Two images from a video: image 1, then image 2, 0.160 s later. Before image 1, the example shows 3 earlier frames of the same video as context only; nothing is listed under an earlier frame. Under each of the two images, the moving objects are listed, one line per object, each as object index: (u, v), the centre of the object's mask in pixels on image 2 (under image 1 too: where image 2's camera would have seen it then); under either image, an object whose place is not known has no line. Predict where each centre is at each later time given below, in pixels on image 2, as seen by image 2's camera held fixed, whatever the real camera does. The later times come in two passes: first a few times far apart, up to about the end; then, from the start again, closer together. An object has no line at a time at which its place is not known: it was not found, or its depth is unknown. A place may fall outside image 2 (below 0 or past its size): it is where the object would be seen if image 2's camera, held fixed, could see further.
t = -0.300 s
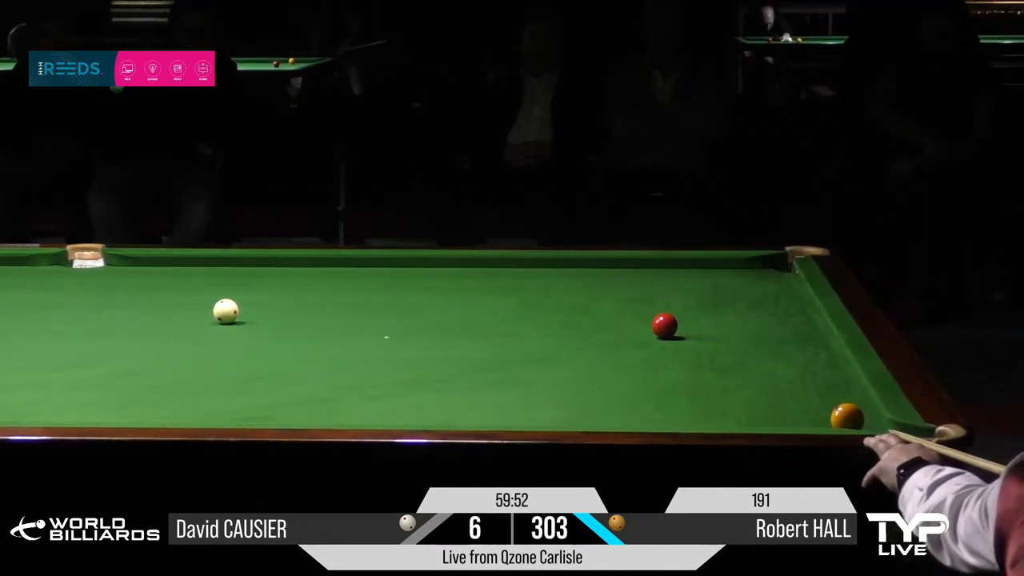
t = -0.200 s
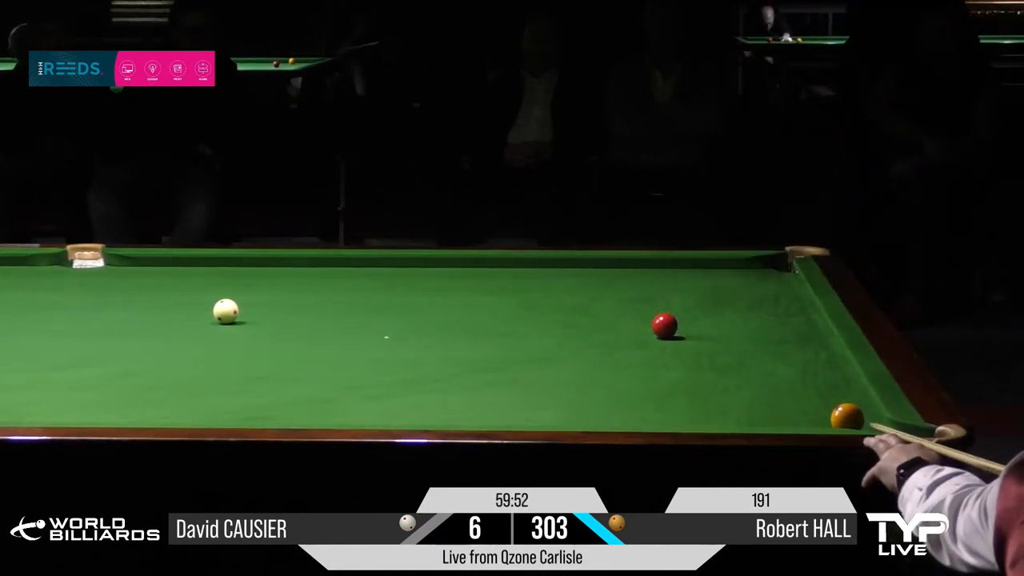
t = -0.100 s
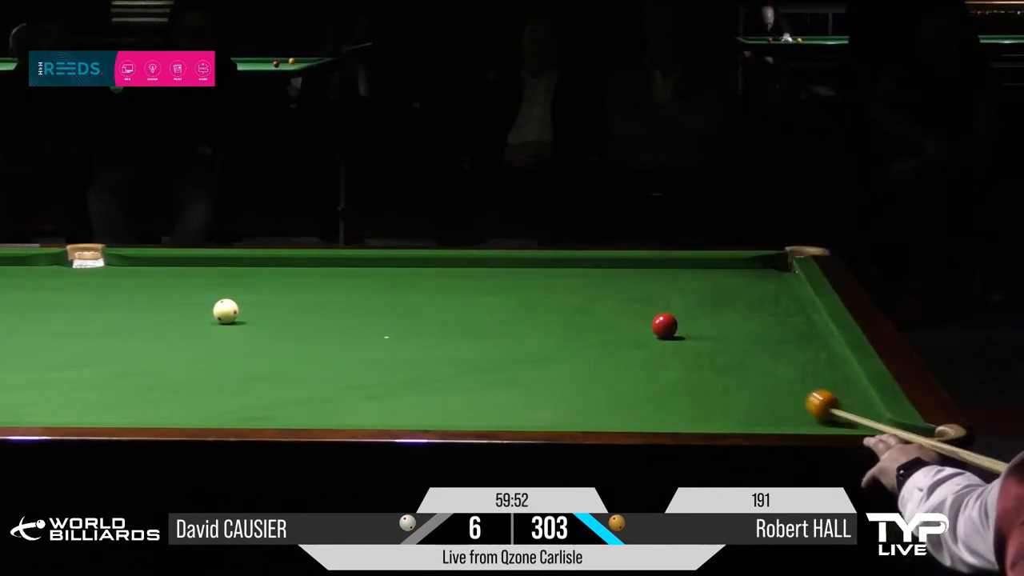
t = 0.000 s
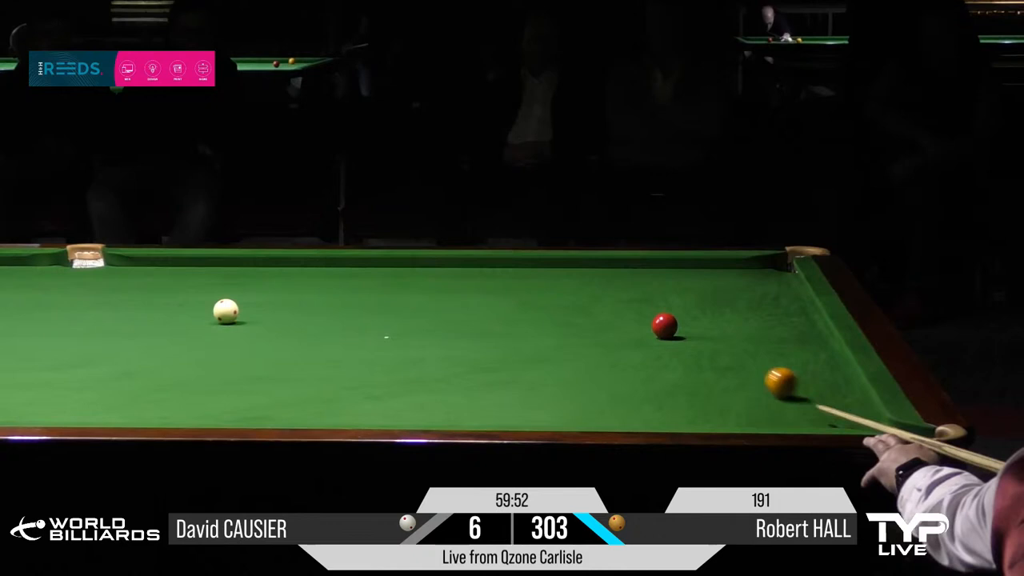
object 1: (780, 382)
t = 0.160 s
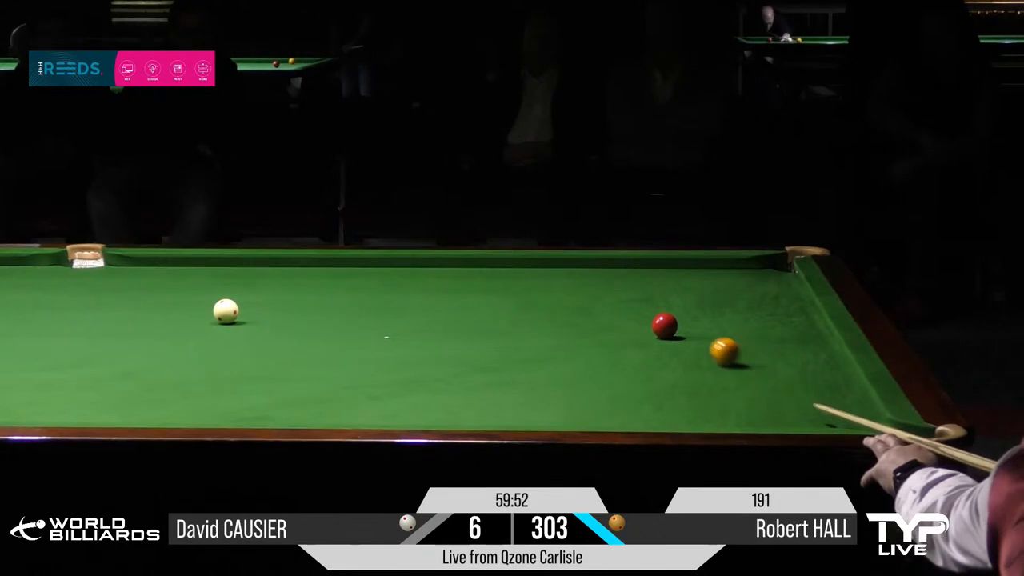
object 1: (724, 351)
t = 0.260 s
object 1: (694, 334)
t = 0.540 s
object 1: (719, 311)
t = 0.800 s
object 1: (742, 294)
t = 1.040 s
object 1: (760, 279)
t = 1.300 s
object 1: (777, 265)
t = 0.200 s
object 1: (712, 344)
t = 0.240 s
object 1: (700, 337)
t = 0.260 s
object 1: (694, 334)
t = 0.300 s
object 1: (685, 329)
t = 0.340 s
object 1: (693, 326)
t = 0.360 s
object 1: (697, 325)
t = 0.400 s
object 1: (704, 322)
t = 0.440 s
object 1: (709, 319)
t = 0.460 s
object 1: (711, 317)
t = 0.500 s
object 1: (715, 314)
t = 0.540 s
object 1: (719, 311)
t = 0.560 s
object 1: (721, 310)
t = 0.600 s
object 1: (724, 307)
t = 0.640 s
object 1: (728, 304)
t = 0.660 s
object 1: (730, 303)
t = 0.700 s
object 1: (733, 300)
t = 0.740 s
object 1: (736, 297)
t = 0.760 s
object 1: (738, 296)
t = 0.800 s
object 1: (742, 294)
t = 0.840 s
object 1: (745, 291)
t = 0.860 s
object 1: (746, 290)
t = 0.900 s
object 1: (749, 287)
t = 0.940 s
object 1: (753, 285)
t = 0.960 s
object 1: (754, 284)
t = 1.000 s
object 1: (757, 282)
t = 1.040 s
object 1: (760, 279)
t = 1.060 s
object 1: (761, 278)
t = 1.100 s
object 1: (764, 276)
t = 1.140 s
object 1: (767, 274)
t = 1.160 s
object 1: (768, 272)
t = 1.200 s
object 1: (771, 270)
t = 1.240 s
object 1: (773, 268)
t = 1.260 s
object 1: (774, 267)
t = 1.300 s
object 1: (777, 265)
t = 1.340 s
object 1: (779, 263)
